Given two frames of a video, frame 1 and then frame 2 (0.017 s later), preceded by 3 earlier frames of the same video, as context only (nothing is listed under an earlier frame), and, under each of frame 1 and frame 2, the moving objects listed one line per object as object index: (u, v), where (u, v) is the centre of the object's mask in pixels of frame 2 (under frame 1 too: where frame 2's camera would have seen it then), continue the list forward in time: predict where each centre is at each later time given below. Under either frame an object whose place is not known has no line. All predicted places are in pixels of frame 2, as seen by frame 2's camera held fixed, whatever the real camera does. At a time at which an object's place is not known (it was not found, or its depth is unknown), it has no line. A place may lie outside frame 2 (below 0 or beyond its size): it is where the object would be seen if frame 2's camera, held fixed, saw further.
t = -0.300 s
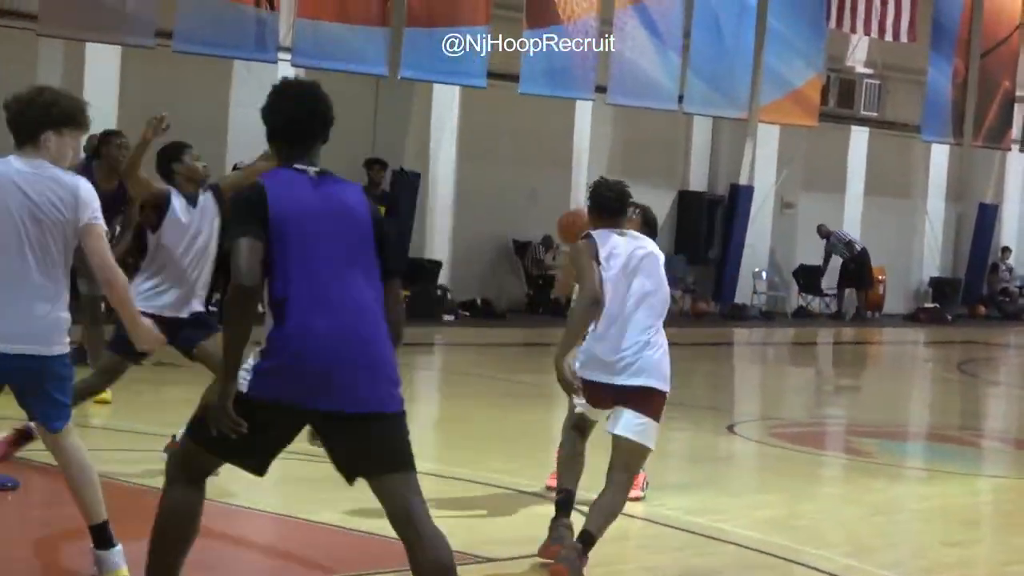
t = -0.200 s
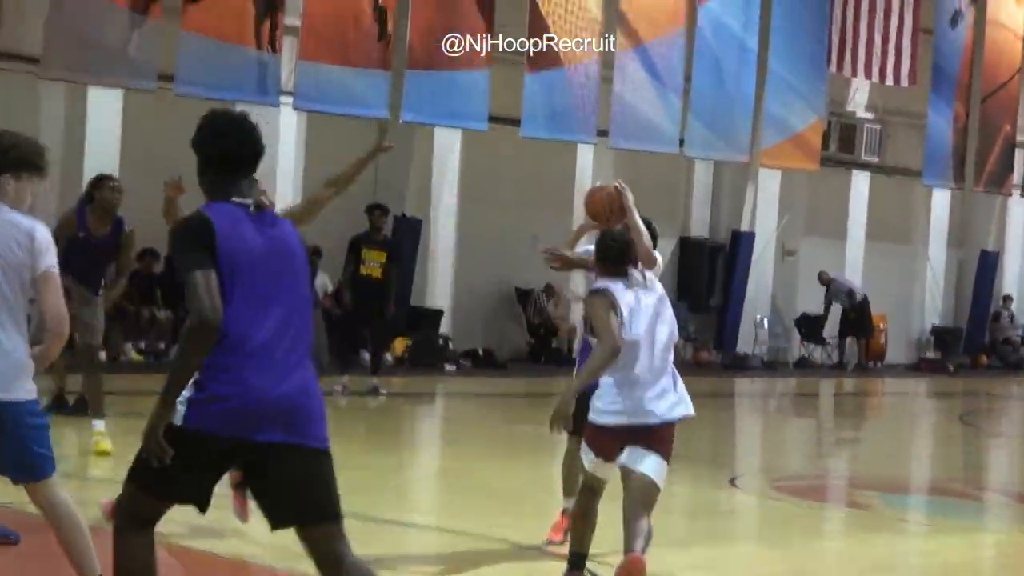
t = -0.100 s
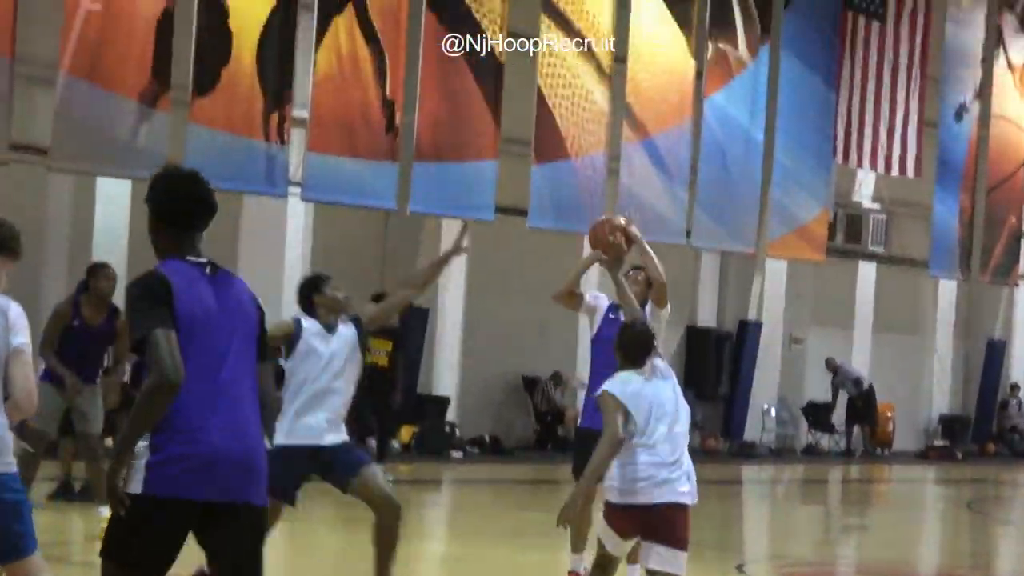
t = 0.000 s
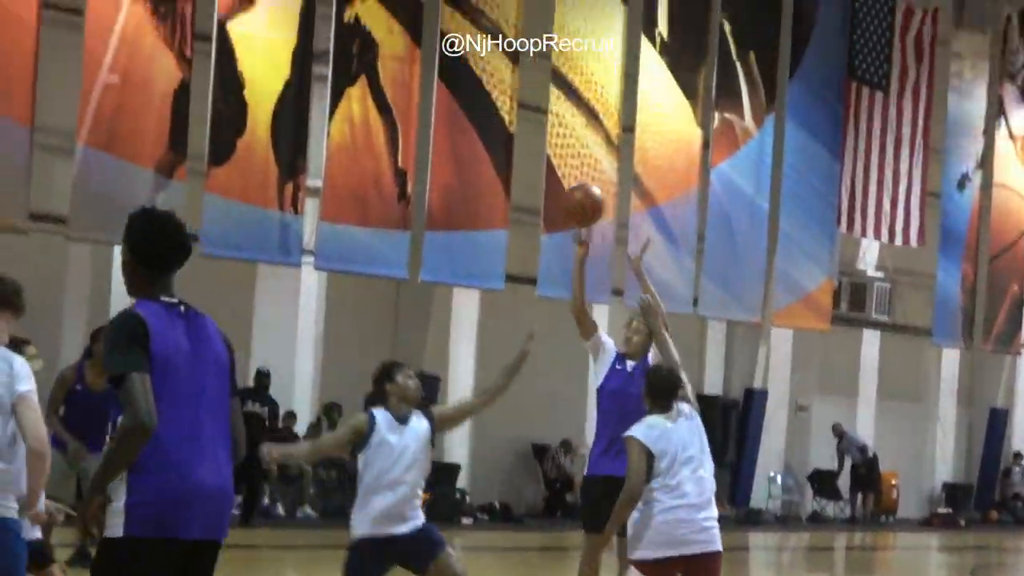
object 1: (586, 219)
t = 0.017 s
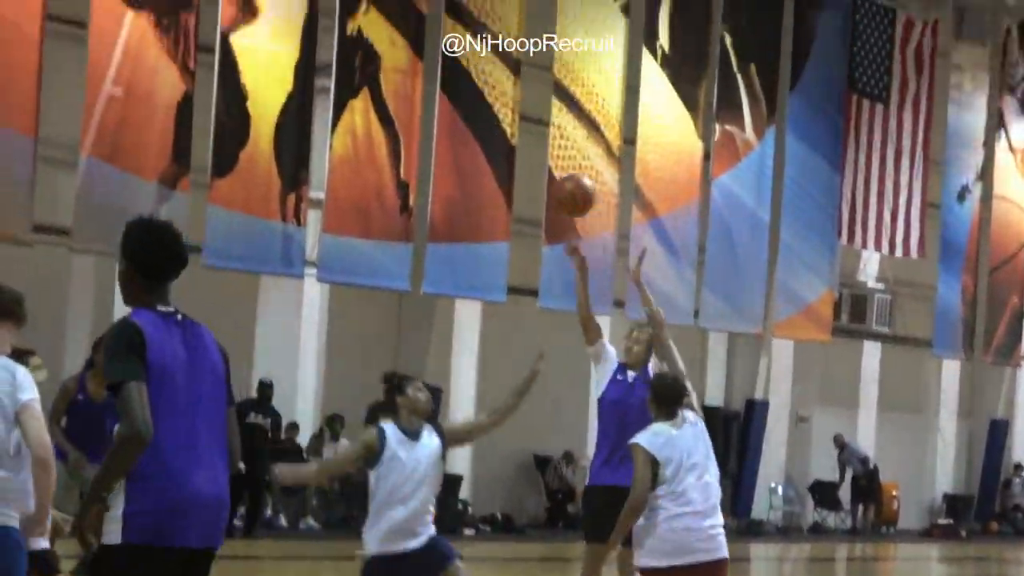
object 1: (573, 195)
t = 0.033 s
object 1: (562, 175)
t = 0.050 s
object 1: (549, 154)
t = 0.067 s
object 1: (538, 134)
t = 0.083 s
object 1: (527, 116)
